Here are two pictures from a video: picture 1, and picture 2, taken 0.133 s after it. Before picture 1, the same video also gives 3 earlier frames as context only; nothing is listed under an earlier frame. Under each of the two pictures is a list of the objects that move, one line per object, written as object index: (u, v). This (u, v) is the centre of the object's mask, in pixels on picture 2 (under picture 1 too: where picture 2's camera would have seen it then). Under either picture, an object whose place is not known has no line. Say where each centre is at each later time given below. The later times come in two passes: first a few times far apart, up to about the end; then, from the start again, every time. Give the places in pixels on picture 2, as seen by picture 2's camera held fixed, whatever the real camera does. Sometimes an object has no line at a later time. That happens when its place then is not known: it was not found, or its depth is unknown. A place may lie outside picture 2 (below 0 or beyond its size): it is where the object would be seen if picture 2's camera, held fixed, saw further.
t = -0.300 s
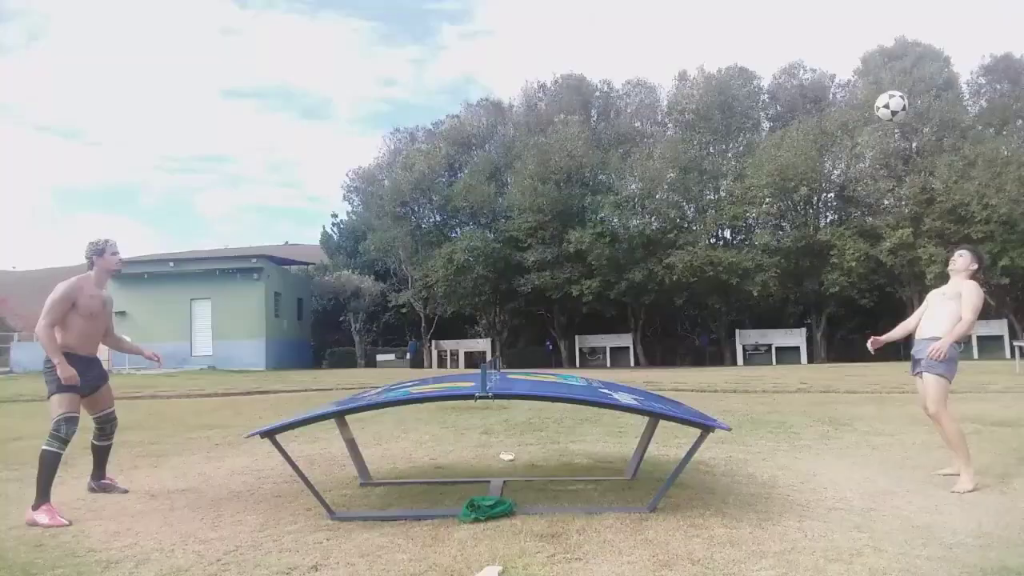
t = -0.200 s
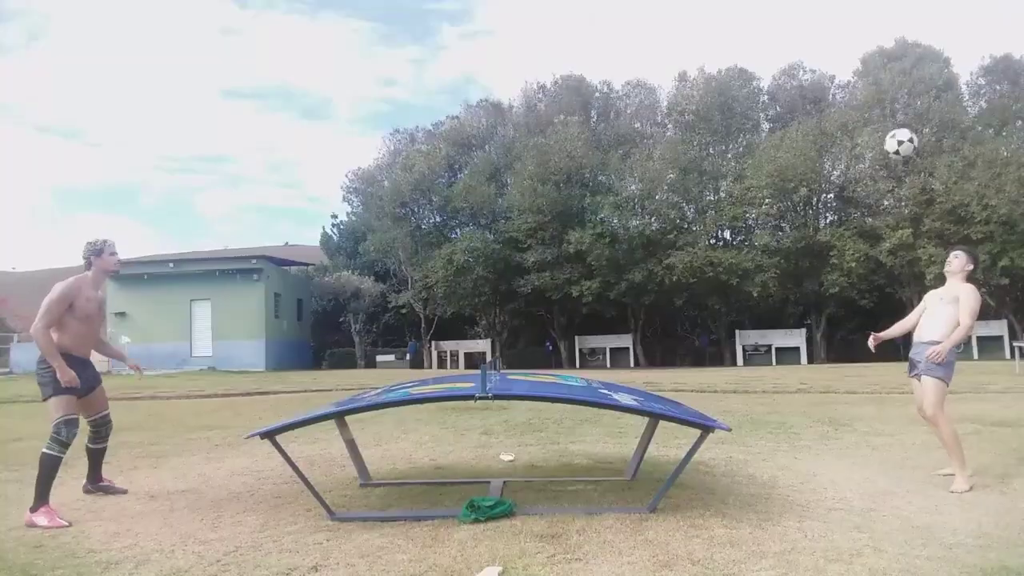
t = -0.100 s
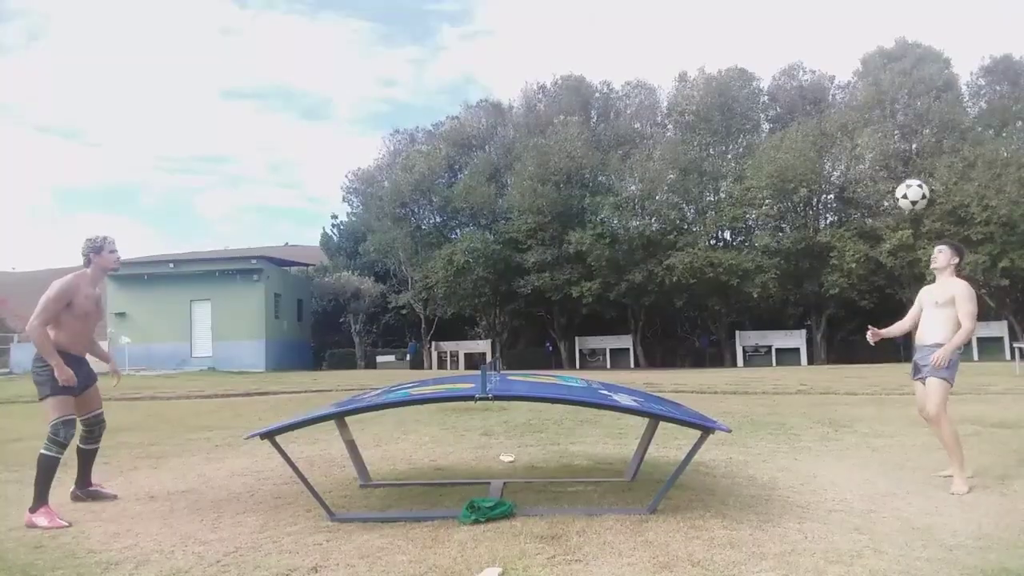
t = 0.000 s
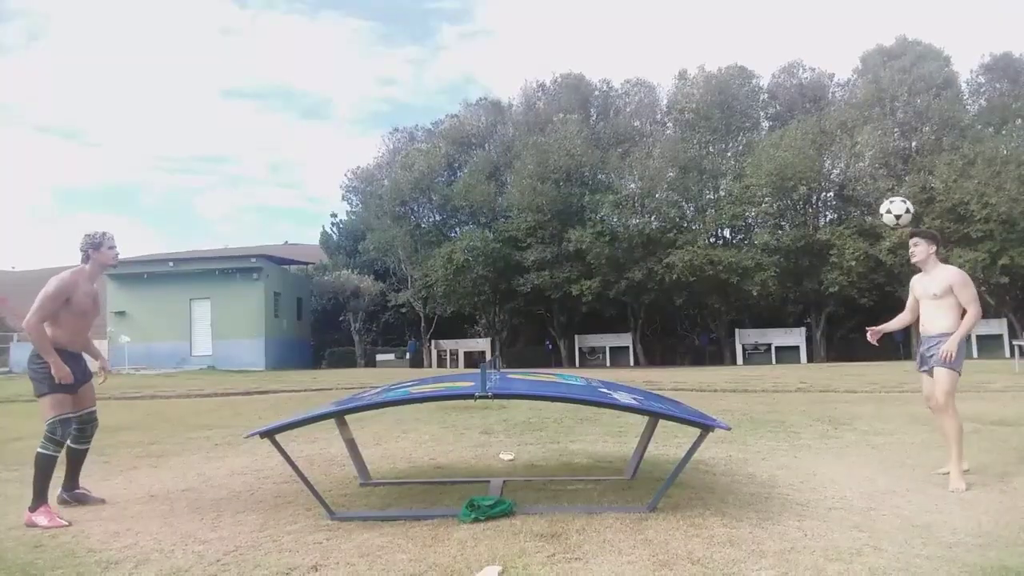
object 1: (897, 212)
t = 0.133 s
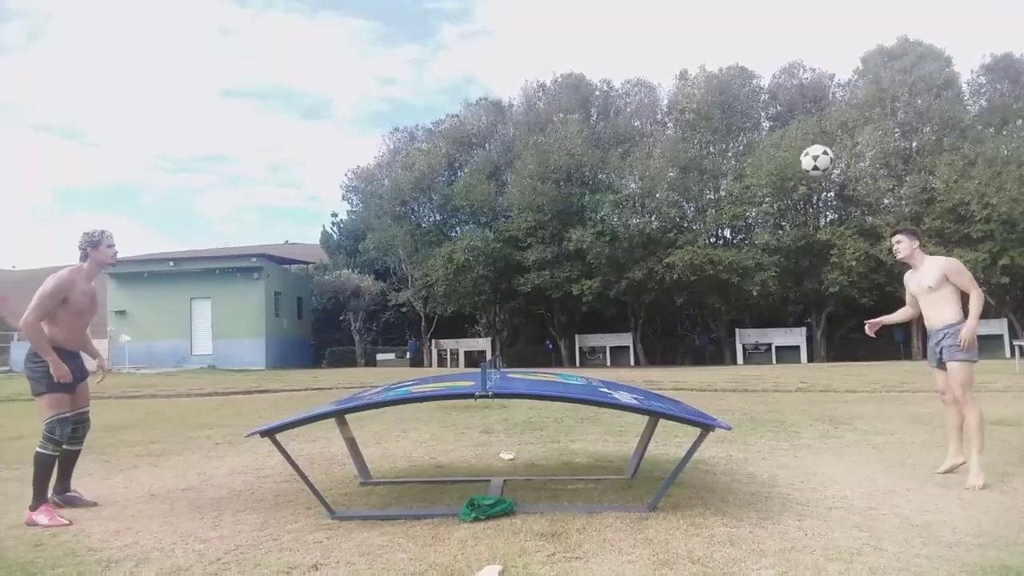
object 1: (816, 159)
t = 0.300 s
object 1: (715, 126)
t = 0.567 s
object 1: (548, 155)
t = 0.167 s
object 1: (796, 149)
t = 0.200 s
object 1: (776, 141)
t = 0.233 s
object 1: (756, 135)
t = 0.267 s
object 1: (735, 130)
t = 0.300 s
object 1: (715, 126)
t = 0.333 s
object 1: (695, 124)
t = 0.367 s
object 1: (674, 124)
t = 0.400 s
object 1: (652, 125)
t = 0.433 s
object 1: (632, 128)
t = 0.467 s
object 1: (611, 132)
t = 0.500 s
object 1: (590, 138)
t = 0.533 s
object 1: (569, 146)
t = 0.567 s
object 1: (548, 155)
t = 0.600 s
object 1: (526, 165)
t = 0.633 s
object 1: (505, 178)
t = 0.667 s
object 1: (483, 192)
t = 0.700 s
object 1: (461, 209)
